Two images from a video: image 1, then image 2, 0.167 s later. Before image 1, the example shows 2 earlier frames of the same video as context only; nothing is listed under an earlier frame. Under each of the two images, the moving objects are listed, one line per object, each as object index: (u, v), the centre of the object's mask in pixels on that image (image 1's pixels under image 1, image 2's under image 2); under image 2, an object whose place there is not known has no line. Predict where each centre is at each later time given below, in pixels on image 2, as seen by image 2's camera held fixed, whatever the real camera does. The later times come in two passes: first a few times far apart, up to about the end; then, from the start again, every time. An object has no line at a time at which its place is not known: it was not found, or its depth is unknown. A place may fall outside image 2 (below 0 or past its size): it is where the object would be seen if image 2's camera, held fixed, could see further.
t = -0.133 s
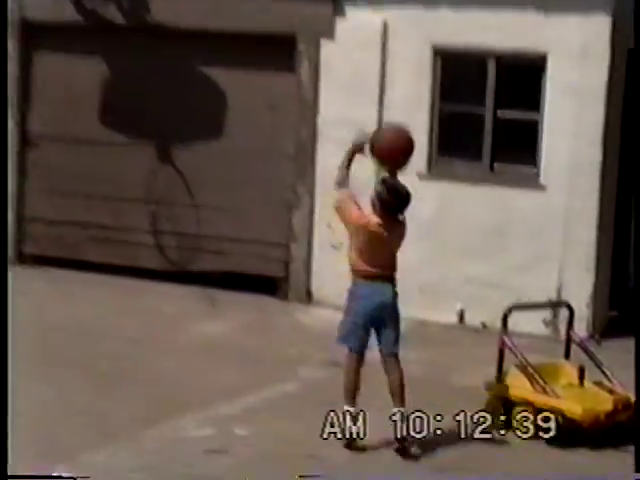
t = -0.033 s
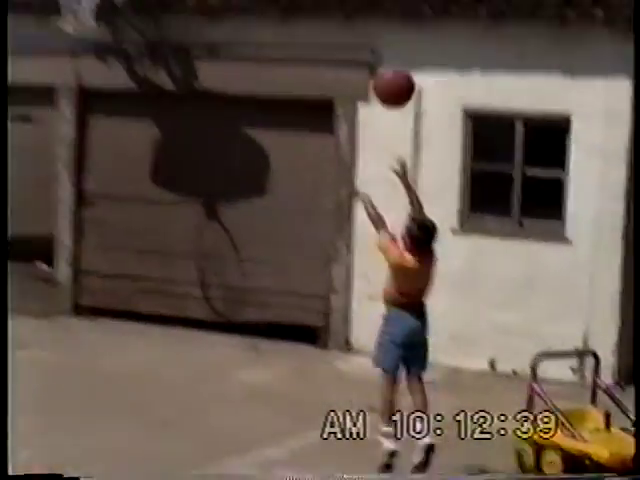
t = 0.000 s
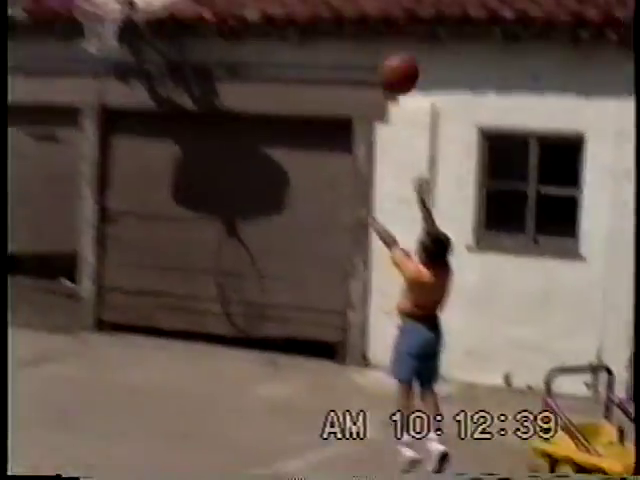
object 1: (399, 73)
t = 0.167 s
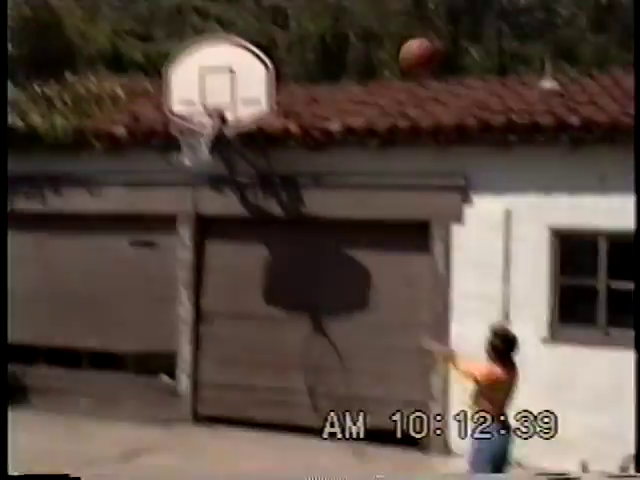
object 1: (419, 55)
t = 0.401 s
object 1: (349, -28)
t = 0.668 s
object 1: (283, -21)
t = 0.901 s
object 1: (231, 55)
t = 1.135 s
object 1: (186, 185)
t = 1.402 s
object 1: (140, 386)
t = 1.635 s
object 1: (137, 340)
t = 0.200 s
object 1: (406, 37)
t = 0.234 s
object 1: (397, 21)
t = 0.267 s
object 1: (388, 8)
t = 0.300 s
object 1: (377, -4)
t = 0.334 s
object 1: (368, -14)
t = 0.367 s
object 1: (358, -23)
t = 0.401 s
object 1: (349, -28)
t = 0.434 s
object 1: (340, -32)
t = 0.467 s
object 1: (332, -35)
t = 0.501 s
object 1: (323, -36)
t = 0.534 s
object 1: (315, -35)
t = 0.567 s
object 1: (306, -34)
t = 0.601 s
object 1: (298, -31)
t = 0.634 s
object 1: (290, -27)
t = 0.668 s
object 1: (283, -21)
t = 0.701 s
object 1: (276, -14)
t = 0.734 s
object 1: (267, -4)
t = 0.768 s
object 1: (262, 4)
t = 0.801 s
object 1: (253, 15)
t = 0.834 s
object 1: (245, 27)
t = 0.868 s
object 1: (239, 40)
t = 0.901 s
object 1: (231, 55)
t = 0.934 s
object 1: (224, 71)
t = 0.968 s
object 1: (218, 87)
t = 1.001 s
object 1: (211, 105)
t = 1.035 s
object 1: (205, 123)
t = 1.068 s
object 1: (198, 142)
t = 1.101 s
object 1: (192, 164)
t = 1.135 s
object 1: (186, 185)
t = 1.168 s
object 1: (181, 206)
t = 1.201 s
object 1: (174, 229)
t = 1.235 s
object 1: (167, 255)
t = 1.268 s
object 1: (164, 279)
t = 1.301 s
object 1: (157, 305)
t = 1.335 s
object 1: (151, 330)
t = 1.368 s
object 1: (147, 360)
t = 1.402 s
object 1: (140, 386)
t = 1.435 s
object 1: (134, 413)
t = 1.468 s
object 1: (130, 441)
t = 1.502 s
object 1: (131, 420)
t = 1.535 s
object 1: (133, 396)
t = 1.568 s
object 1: (131, 375)
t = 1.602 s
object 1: (134, 358)
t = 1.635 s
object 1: (137, 340)
